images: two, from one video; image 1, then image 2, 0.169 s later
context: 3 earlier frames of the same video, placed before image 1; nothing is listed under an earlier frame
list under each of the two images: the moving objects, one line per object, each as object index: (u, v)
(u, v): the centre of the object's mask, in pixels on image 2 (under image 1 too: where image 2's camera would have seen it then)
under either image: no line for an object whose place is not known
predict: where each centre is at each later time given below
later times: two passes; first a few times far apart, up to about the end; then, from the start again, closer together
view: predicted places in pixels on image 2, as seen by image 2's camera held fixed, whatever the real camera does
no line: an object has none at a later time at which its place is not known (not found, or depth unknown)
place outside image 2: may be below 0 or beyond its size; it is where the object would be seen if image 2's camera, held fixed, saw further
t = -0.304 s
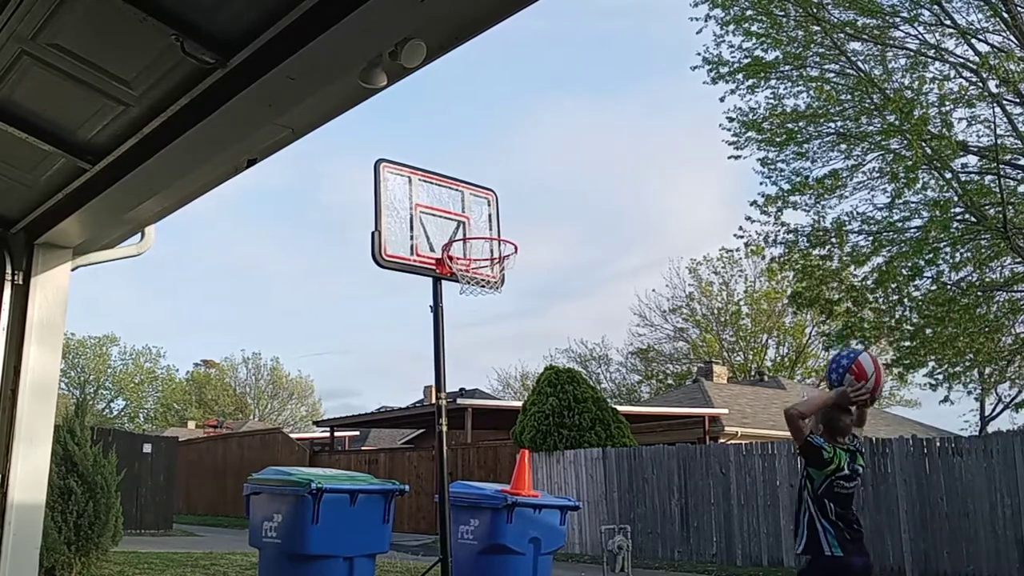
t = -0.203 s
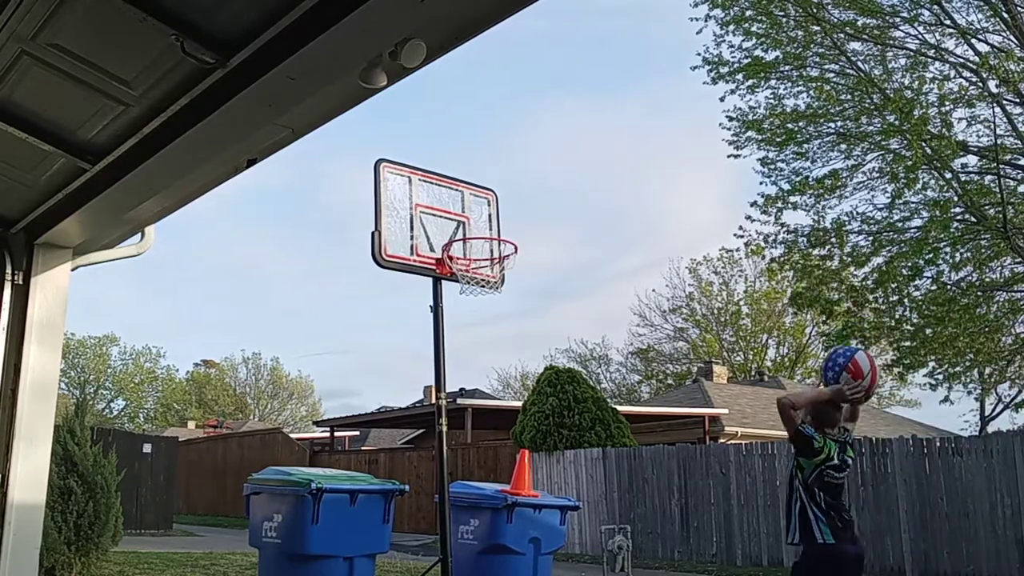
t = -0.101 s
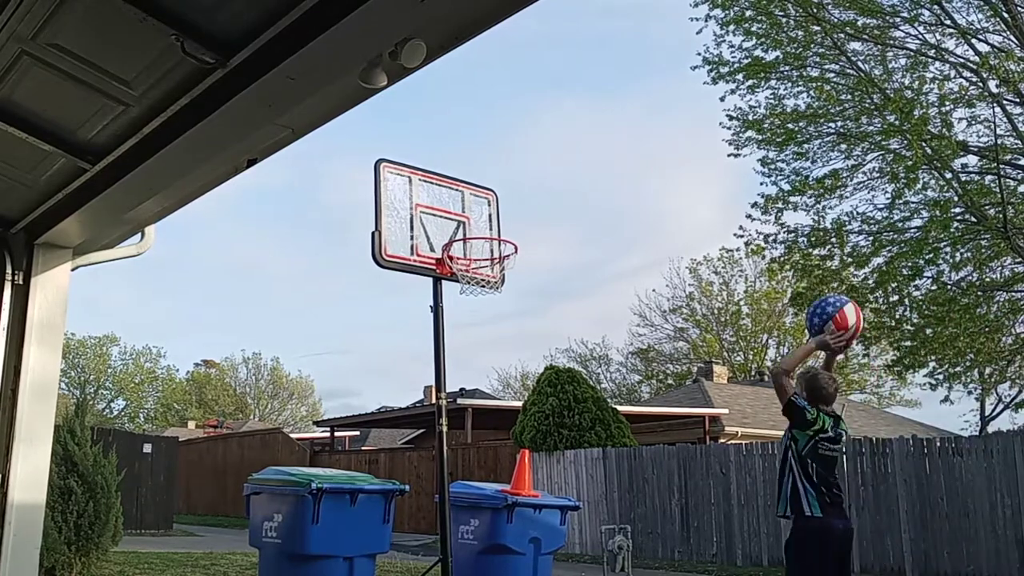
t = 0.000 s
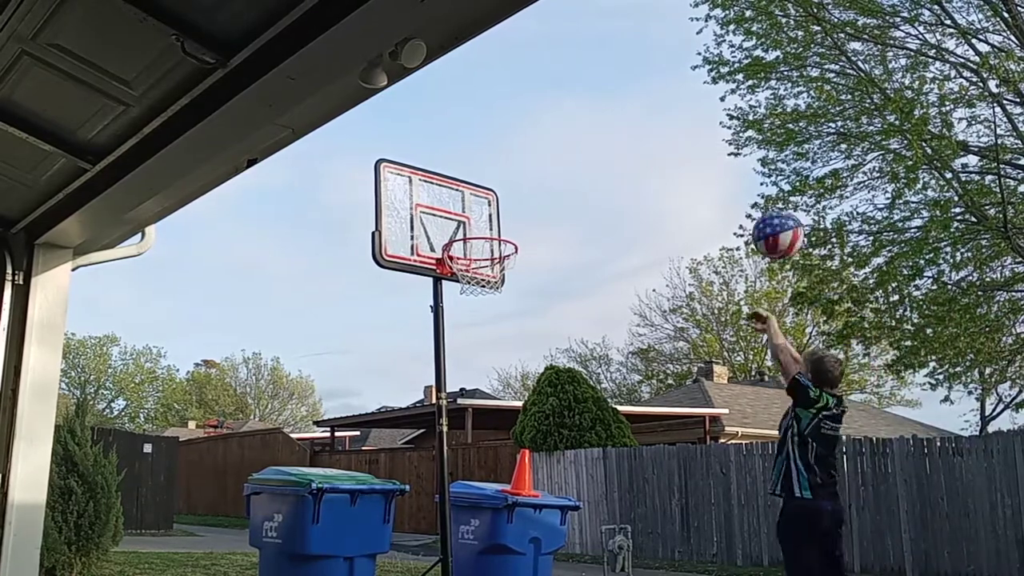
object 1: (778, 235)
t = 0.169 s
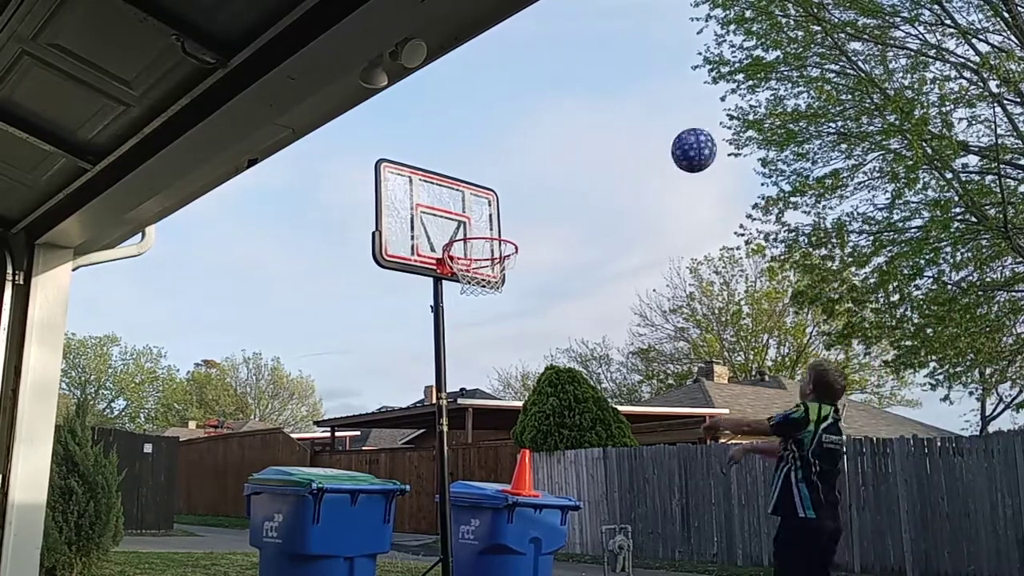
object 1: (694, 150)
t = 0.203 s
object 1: (679, 141)
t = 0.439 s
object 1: (591, 133)
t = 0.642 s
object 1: (531, 189)
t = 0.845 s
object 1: (506, 278)
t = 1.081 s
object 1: (530, 417)
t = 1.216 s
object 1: (547, 549)
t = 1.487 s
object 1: (598, 469)
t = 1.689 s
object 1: (642, 348)
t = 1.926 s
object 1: (701, 284)
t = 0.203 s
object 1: (679, 141)
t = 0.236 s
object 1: (665, 134)
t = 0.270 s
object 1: (651, 129)
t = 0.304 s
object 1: (638, 127)
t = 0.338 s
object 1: (626, 126)
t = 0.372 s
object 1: (614, 127)
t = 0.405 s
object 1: (602, 129)
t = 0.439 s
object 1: (591, 133)
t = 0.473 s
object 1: (580, 139)
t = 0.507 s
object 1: (570, 146)
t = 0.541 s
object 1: (559, 155)
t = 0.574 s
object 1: (550, 165)
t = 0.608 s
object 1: (540, 177)
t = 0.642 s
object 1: (531, 189)
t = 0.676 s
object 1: (522, 204)
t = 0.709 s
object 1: (514, 219)
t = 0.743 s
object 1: (505, 237)
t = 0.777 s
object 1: (497, 254)
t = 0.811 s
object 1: (500, 264)
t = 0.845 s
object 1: (506, 278)
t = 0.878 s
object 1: (509, 293)
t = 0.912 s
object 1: (511, 307)
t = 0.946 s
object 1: (514, 325)
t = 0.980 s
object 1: (518, 345)
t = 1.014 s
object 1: (522, 367)
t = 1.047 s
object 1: (526, 391)
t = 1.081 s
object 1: (530, 417)
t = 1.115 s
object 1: (535, 446)
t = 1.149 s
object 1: (538, 478)
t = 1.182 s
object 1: (543, 513)
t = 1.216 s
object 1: (547, 549)
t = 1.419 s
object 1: (584, 524)
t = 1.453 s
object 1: (592, 495)
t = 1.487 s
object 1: (598, 469)
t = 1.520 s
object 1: (606, 444)
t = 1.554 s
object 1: (613, 421)
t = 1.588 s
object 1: (621, 401)
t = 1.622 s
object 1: (628, 382)
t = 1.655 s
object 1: (635, 364)
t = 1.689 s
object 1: (642, 348)
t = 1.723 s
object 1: (650, 334)
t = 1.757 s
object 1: (658, 321)
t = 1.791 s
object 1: (666, 310)
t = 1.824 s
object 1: (675, 301)
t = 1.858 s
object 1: (683, 293)
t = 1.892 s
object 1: (693, 288)
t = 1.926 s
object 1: (701, 284)
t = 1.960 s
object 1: (710, 282)
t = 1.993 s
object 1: (719, 282)
